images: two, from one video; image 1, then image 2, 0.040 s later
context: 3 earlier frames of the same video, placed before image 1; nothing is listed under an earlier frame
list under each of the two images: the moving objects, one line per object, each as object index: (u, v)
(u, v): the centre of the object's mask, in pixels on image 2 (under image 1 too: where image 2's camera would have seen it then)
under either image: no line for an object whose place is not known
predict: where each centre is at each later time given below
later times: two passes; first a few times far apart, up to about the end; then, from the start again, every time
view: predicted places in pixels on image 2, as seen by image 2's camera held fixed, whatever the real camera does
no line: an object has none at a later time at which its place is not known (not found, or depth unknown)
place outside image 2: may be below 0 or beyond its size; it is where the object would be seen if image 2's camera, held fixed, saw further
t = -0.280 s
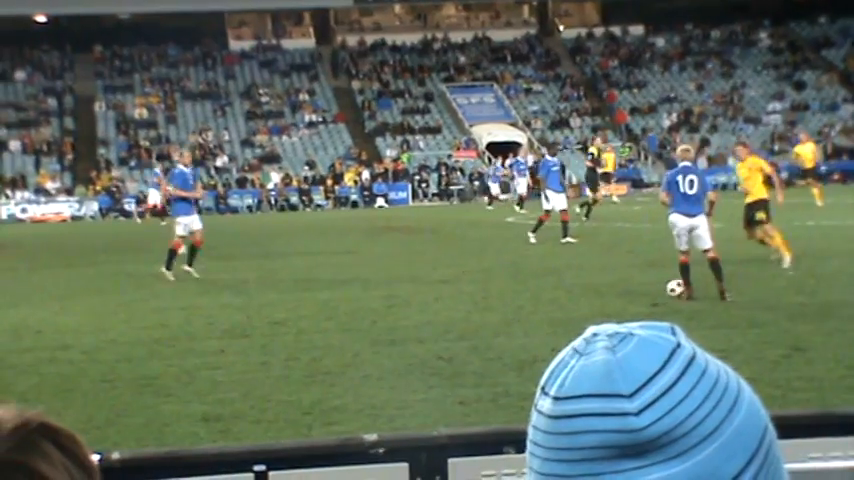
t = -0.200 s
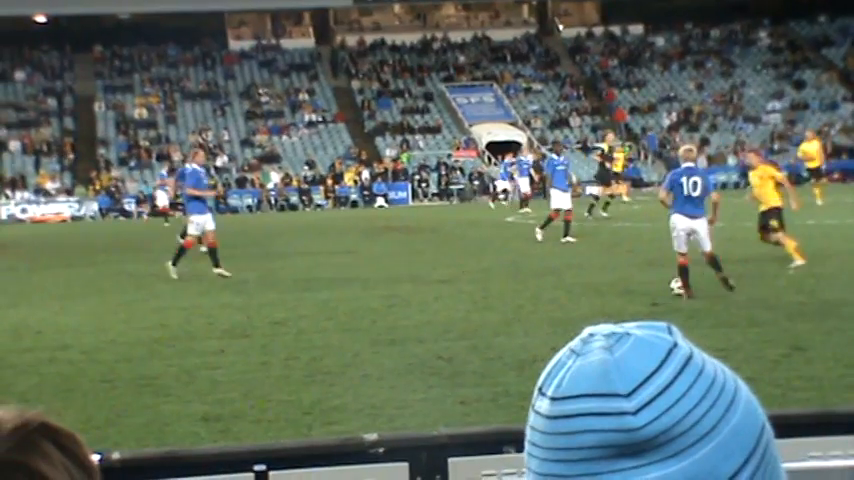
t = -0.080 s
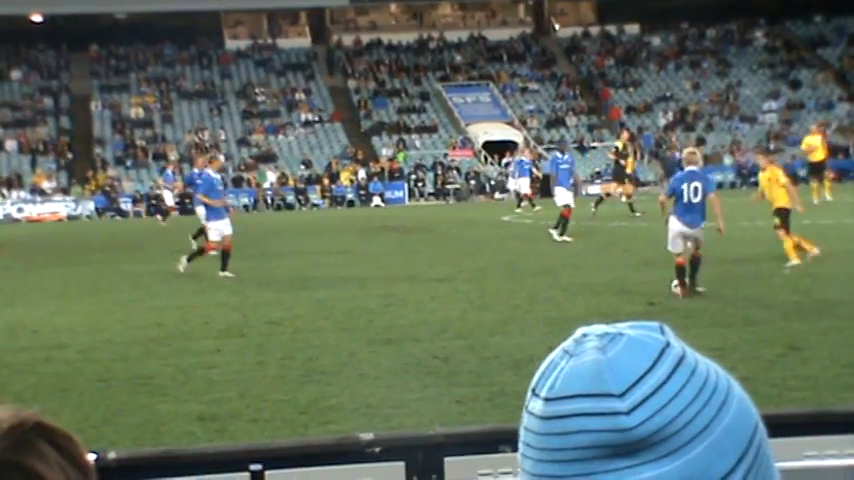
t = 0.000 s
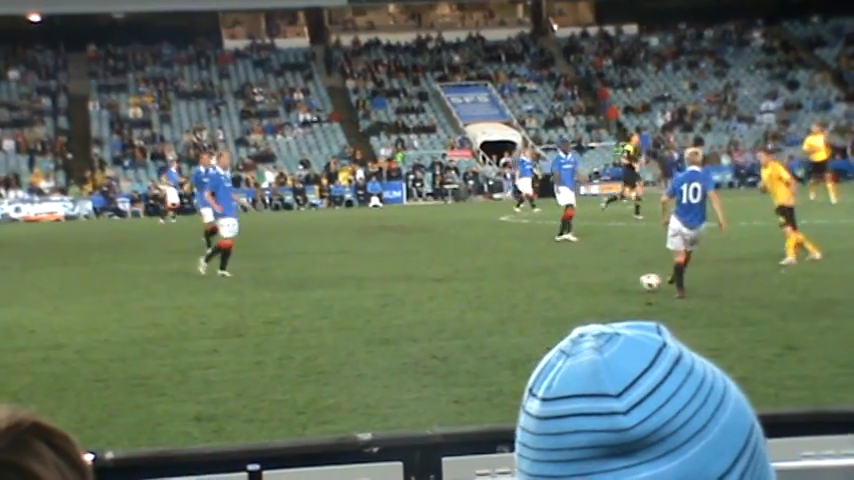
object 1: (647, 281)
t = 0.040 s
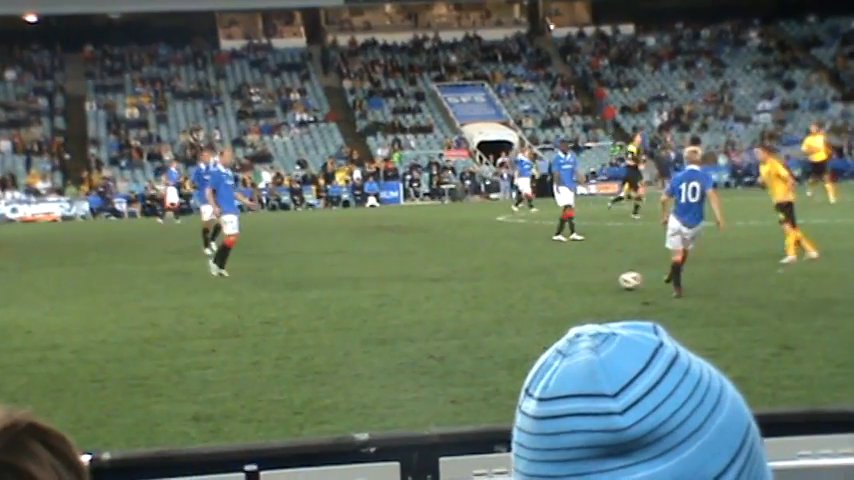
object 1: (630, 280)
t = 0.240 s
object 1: (557, 275)
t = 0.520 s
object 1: (484, 270)
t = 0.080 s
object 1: (613, 280)
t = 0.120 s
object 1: (597, 280)
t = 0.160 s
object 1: (583, 278)
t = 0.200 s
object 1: (569, 276)
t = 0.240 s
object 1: (557, 275)
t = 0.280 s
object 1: (543, 275)
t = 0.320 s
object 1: (532, 274)
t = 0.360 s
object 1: (522, 273)
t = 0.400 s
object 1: (511, 272)
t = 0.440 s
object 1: (502, 272)
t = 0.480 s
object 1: (493, 271)
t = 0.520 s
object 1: (484, 270)
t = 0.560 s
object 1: (475, 270)
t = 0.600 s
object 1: (468, 270)
